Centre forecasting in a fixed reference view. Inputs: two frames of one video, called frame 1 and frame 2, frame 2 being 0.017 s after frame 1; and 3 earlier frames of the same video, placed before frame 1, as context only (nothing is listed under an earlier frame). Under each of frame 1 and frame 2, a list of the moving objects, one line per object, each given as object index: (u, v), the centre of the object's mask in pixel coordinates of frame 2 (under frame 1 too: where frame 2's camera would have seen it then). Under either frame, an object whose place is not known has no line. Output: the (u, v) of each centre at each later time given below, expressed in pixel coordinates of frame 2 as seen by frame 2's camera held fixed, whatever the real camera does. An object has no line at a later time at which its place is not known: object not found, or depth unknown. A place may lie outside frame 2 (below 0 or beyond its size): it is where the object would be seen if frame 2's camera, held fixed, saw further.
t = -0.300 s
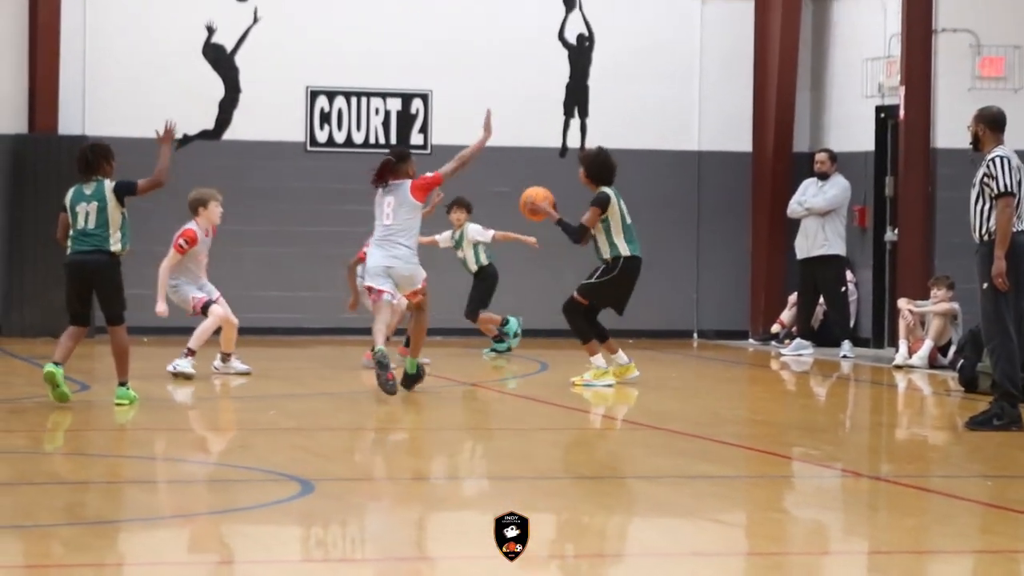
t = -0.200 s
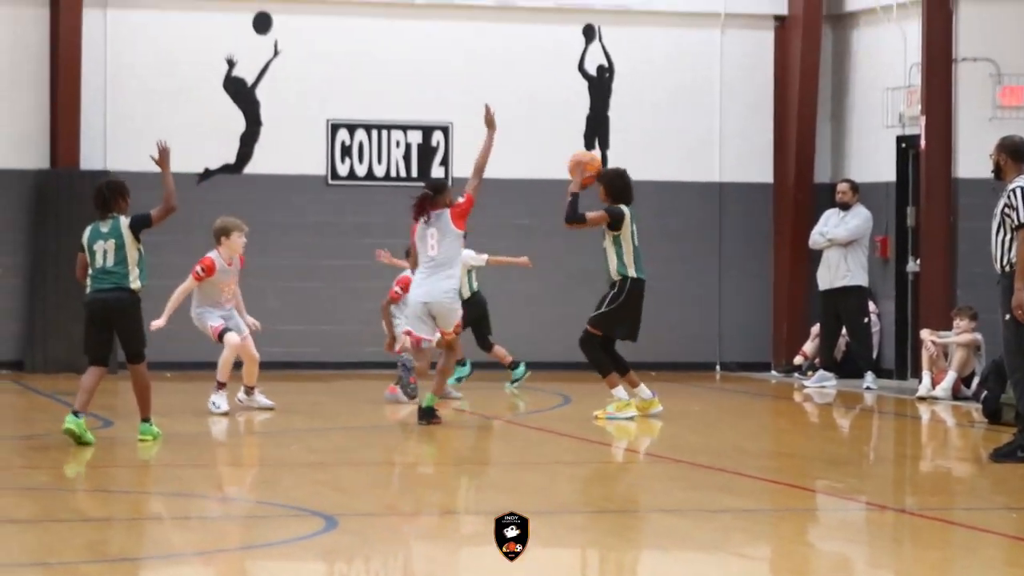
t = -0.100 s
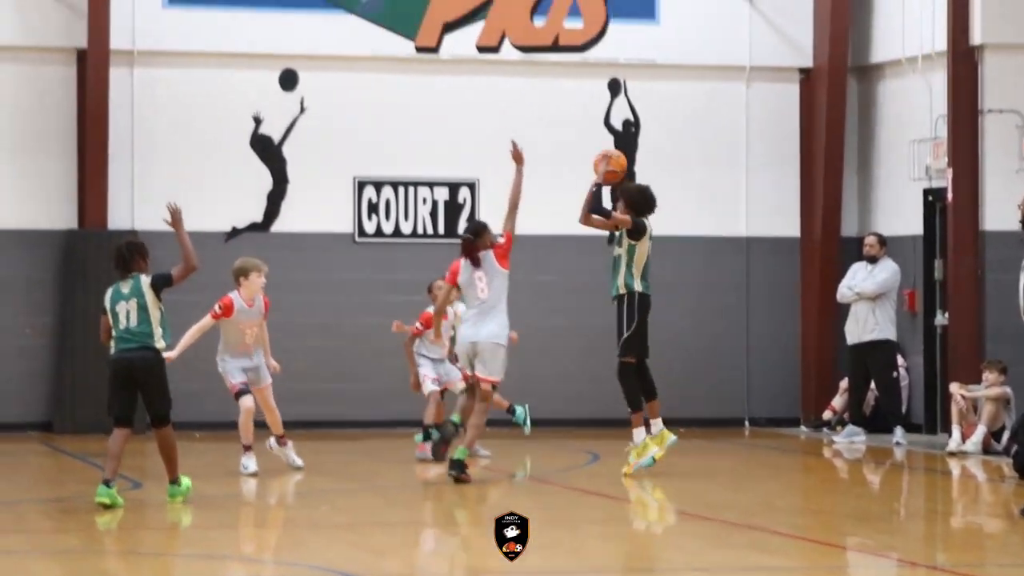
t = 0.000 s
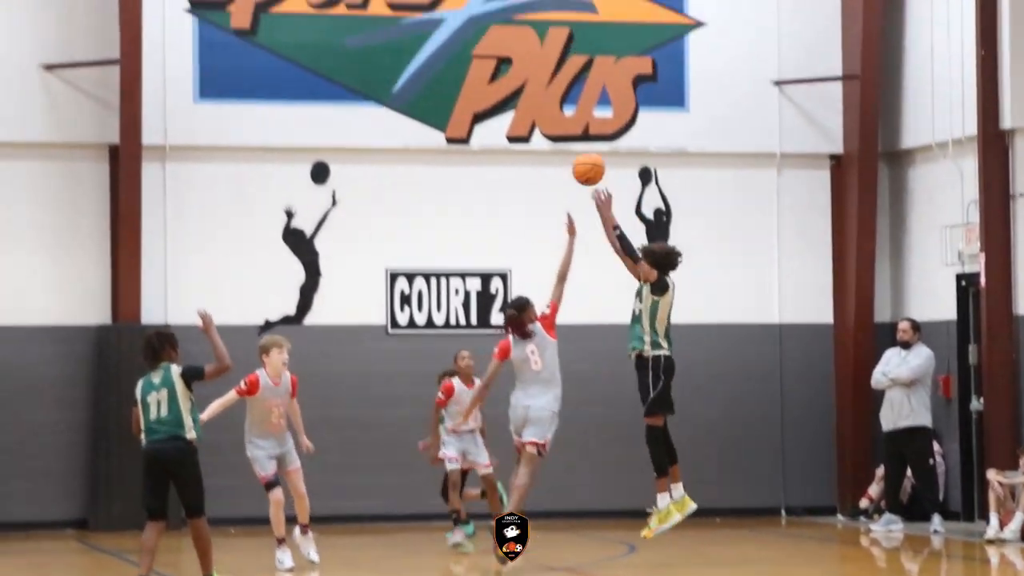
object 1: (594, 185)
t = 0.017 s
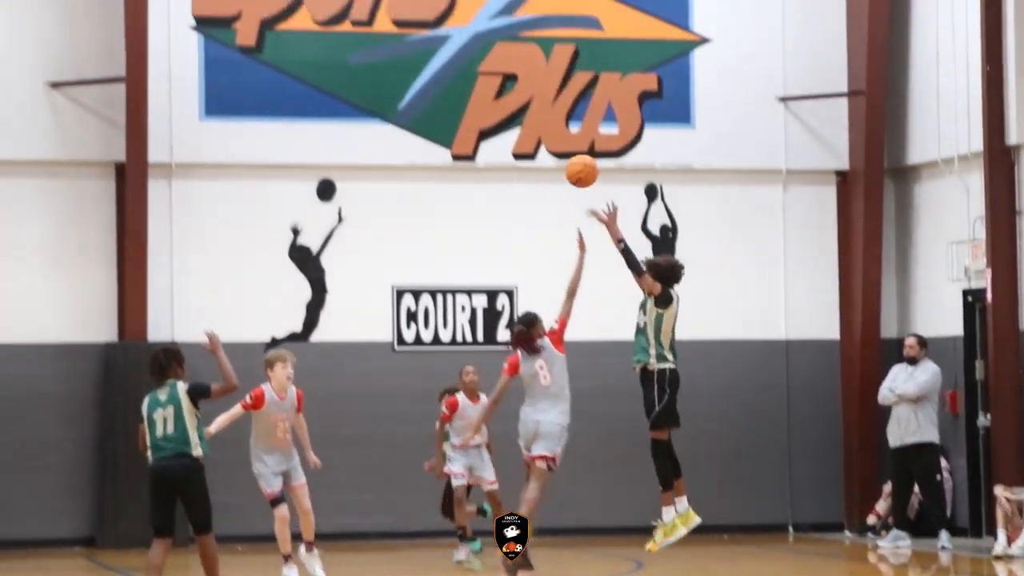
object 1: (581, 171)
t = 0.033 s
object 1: (569, 157)
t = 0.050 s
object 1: (557, 143)
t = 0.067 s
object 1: (544, 130)
